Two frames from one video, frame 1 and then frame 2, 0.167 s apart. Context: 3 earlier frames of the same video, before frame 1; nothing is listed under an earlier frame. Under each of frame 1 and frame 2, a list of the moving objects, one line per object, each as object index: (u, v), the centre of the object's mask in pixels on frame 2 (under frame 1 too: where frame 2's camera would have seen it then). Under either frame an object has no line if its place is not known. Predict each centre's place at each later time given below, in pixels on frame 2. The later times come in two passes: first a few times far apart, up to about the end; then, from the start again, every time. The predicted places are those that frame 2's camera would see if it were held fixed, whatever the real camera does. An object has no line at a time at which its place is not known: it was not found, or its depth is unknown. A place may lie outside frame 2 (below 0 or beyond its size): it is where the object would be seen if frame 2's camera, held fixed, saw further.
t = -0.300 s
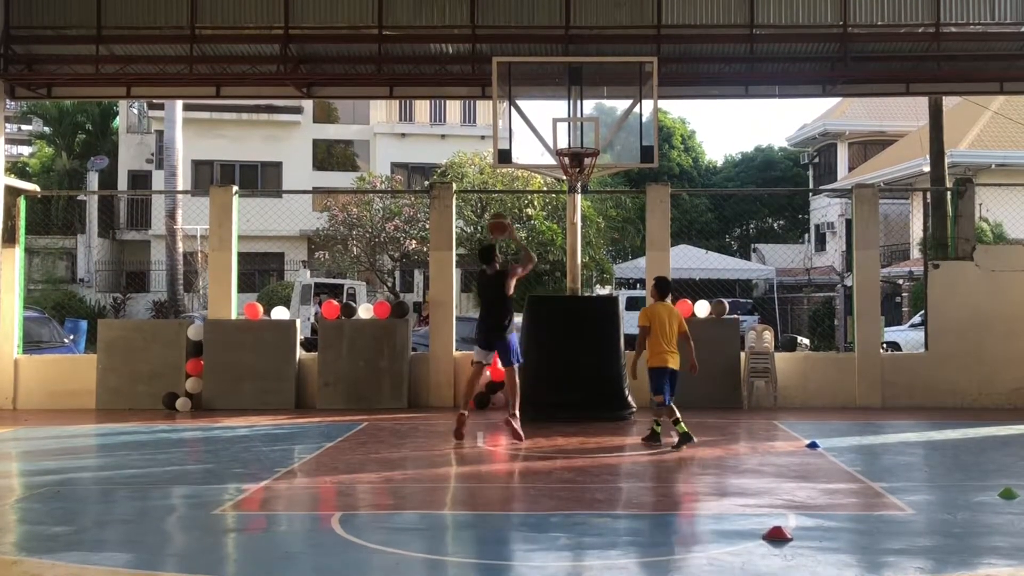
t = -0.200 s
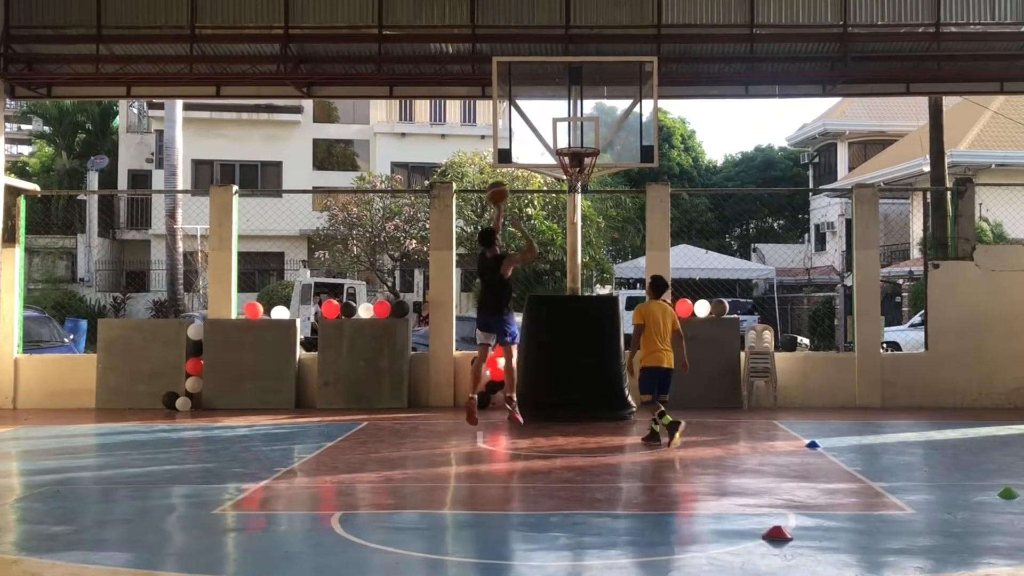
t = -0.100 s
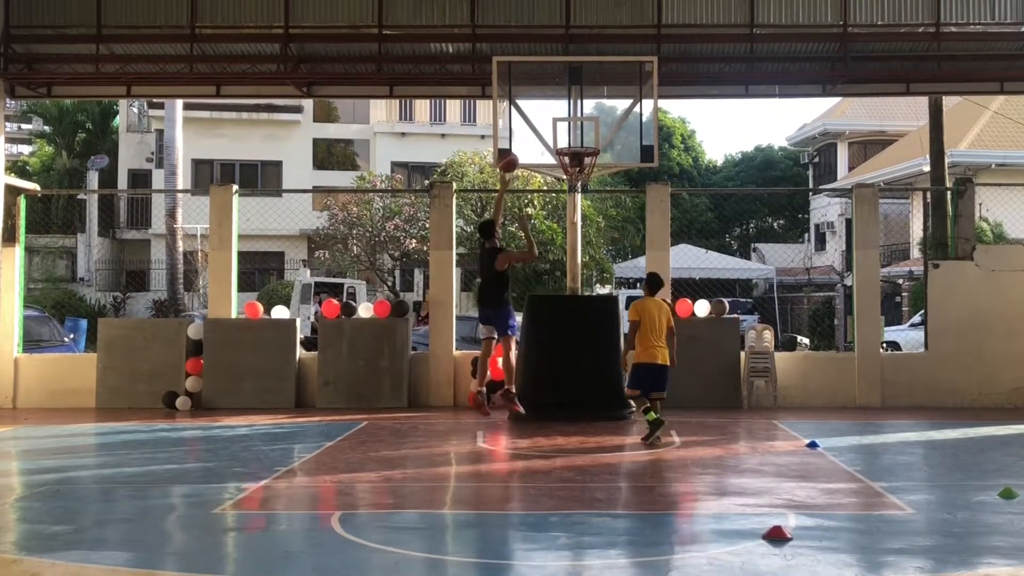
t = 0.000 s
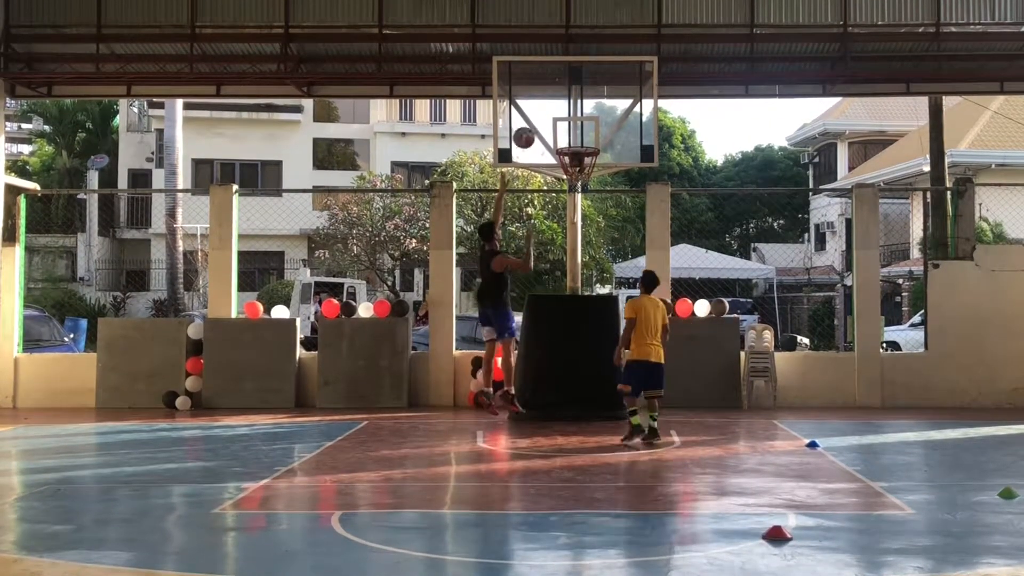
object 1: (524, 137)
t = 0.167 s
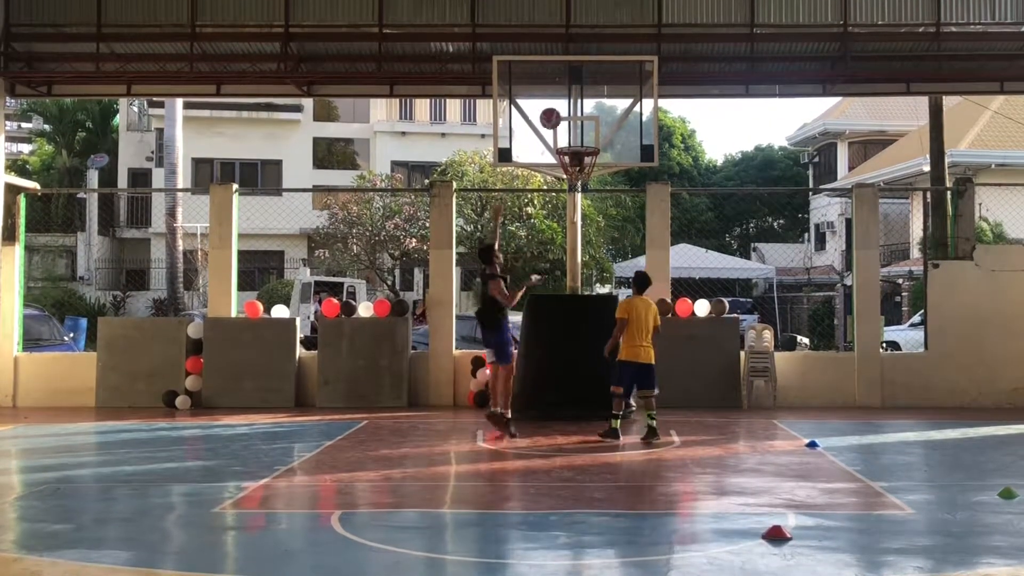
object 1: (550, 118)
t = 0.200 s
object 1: (554, 118)
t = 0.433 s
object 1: (571, 141)
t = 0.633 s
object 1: (587, 167)
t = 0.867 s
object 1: (582, 180)
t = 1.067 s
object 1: (574, 204)
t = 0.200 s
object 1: (554, 118)
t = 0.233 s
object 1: (556, 119)
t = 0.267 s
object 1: (558, 121)
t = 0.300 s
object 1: (561, 123)
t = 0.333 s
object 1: (564, 127)
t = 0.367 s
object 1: (566, 132)
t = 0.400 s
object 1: (569, 137)
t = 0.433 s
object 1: (571, 141)
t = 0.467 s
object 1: (574, 144)
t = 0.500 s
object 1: (572, 161)
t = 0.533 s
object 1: (577, 159)
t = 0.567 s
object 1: (581, 161)
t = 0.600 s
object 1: (585, 167)
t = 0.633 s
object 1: (587, 167)
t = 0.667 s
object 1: (587, 171)
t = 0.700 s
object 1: (588, 177)
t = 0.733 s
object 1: (588, 178)
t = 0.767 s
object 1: (589, 180)
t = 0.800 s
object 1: (586, 178)
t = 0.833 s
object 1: (585, 180)
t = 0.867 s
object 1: (582, 180)
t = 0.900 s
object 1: (579, 190)
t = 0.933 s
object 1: (578, 190)
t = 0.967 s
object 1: (577, 194)
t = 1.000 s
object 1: (576, 195)
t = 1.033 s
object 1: (575, 198)
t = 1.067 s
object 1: (574, 204)
